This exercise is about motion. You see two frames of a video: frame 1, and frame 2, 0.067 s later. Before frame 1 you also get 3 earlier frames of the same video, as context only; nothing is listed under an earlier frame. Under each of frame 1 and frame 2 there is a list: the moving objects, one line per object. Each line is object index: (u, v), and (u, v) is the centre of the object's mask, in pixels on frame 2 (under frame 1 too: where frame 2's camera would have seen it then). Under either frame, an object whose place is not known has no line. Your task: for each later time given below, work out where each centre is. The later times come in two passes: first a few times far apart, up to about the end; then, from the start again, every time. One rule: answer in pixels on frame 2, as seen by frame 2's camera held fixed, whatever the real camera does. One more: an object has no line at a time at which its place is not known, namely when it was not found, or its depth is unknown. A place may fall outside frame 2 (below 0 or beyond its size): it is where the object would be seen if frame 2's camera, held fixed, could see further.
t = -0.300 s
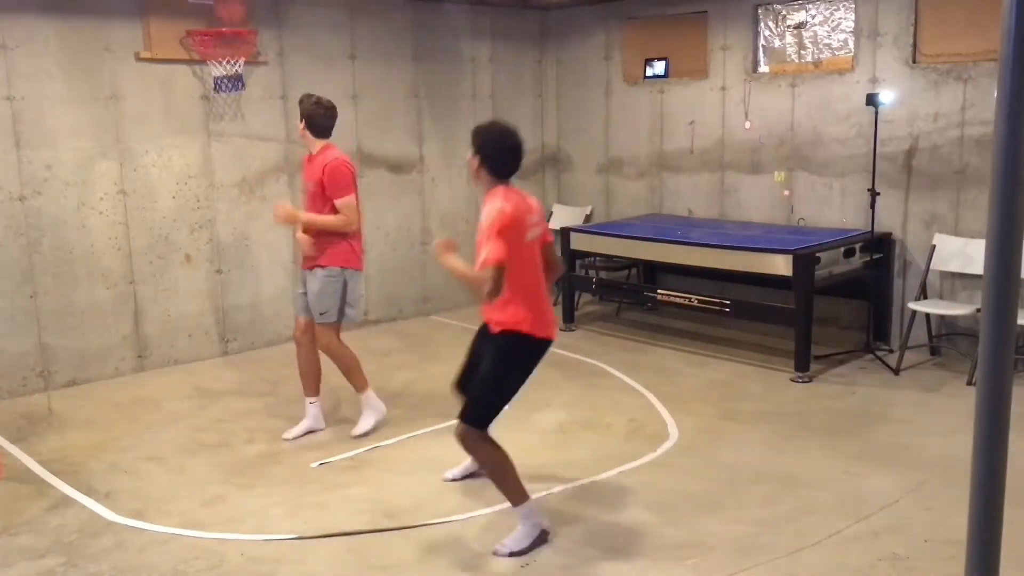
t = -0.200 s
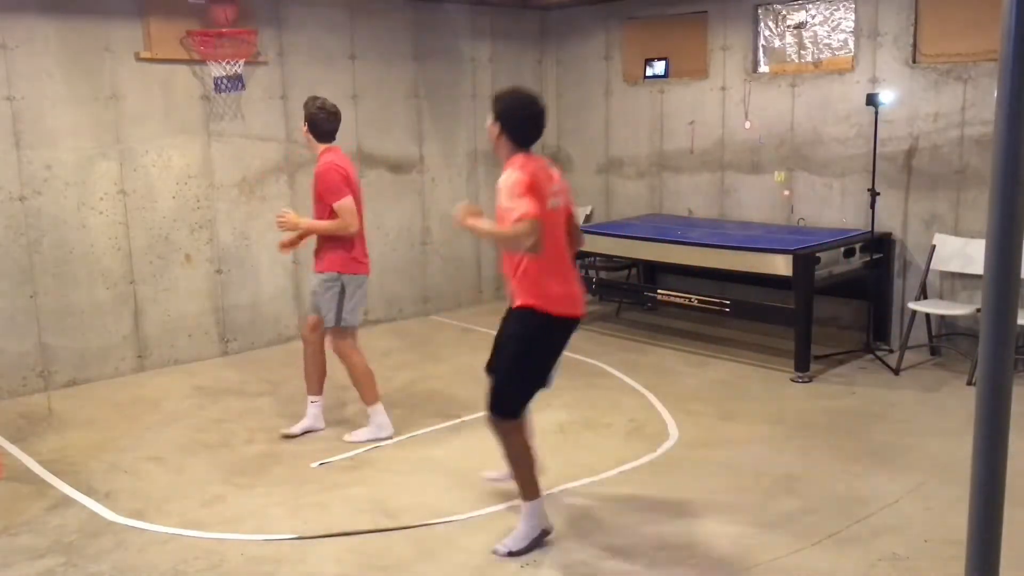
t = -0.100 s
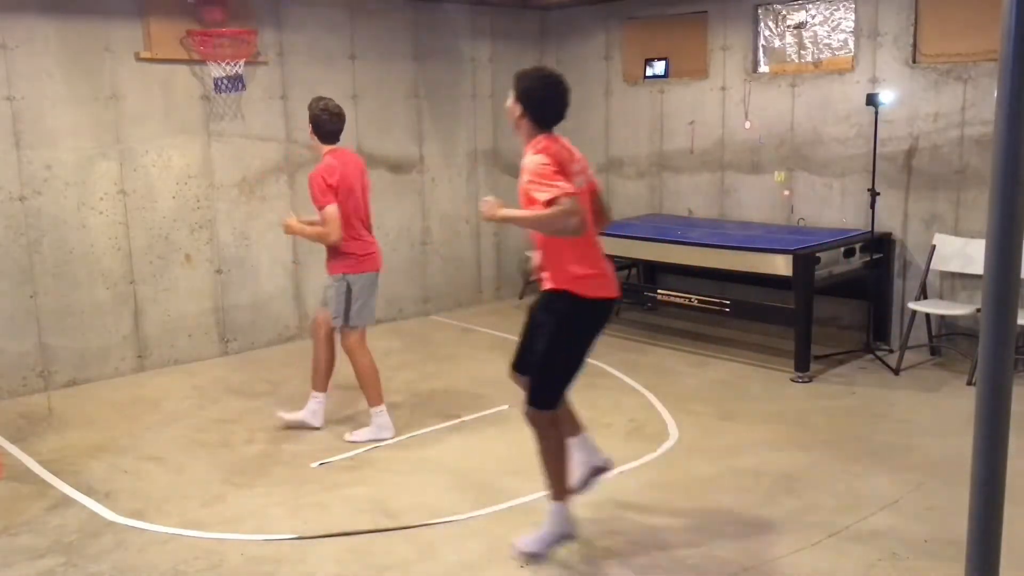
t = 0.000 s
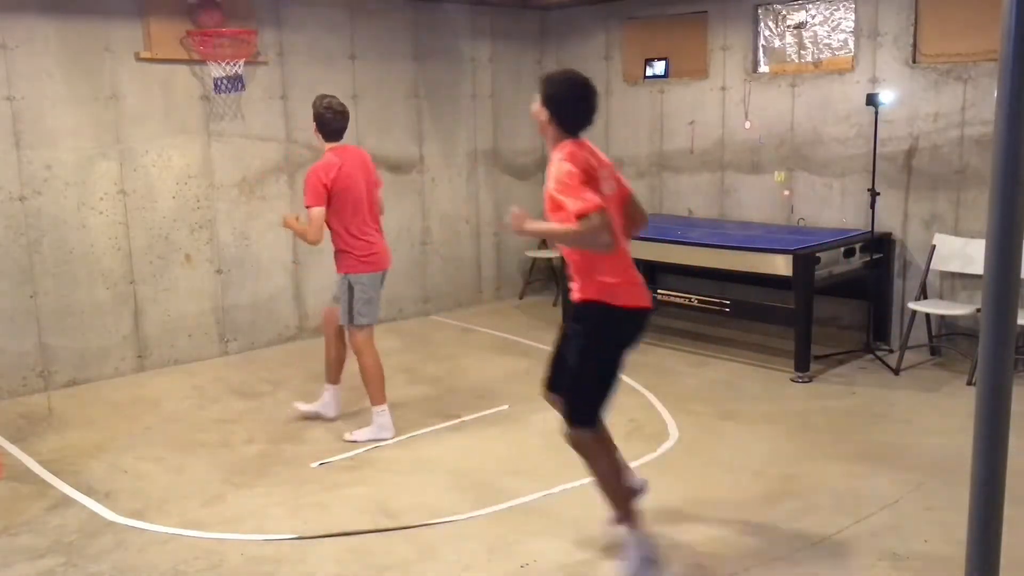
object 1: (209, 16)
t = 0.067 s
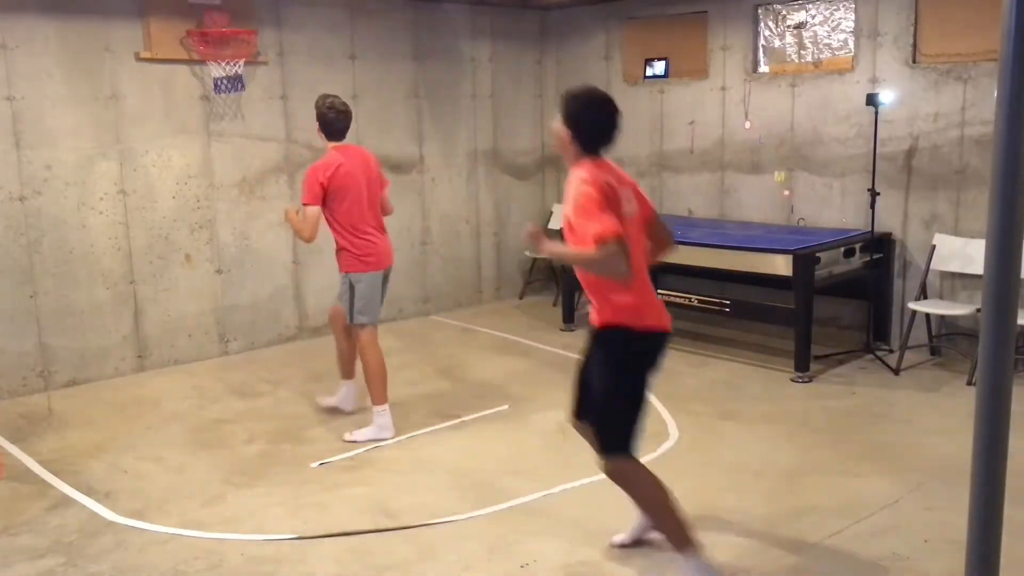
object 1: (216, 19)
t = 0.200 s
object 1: (233, 60)
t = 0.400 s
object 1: (238, 79)
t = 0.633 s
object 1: (248, 169)
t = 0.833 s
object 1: (259, 306)
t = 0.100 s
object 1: (221, 22)
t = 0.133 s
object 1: (227, 43)
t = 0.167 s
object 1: (230, 51)
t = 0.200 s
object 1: (233, 60)
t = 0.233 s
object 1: (233, 58)
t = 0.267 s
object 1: (232, 56)
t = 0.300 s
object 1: (238, 72)
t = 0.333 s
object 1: (238, 72)
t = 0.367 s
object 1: (238, 74)
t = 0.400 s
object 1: (238, 79)
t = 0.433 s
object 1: (239, 86)
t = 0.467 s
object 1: (241, 96)
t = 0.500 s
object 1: (242, 108)
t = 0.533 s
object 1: (243, 120)
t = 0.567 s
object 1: (244, 135)
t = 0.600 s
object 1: (246, 150)
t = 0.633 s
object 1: (248, 169)
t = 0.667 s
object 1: (249, 186)
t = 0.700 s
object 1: (251, 207)
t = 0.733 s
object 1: (252, 231)
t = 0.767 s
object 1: (255, 255)
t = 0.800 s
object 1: (257, 279)
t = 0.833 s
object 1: (259, 306)
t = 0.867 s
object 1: (261, 333)
